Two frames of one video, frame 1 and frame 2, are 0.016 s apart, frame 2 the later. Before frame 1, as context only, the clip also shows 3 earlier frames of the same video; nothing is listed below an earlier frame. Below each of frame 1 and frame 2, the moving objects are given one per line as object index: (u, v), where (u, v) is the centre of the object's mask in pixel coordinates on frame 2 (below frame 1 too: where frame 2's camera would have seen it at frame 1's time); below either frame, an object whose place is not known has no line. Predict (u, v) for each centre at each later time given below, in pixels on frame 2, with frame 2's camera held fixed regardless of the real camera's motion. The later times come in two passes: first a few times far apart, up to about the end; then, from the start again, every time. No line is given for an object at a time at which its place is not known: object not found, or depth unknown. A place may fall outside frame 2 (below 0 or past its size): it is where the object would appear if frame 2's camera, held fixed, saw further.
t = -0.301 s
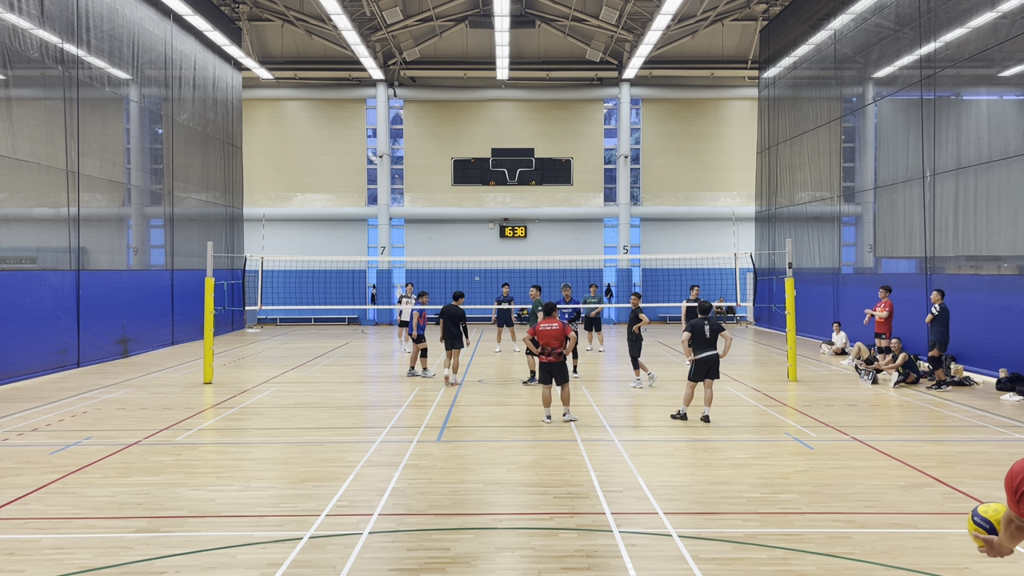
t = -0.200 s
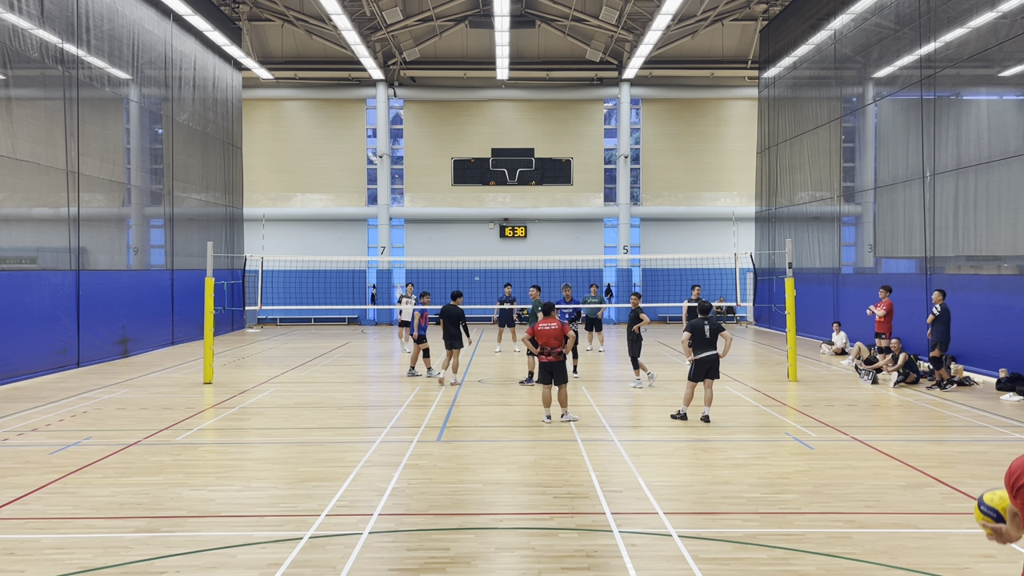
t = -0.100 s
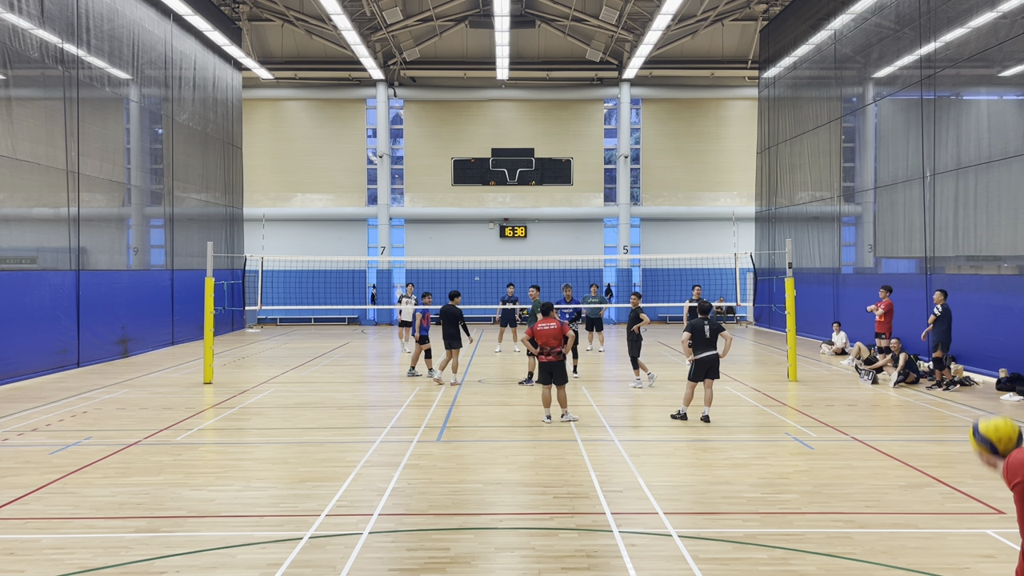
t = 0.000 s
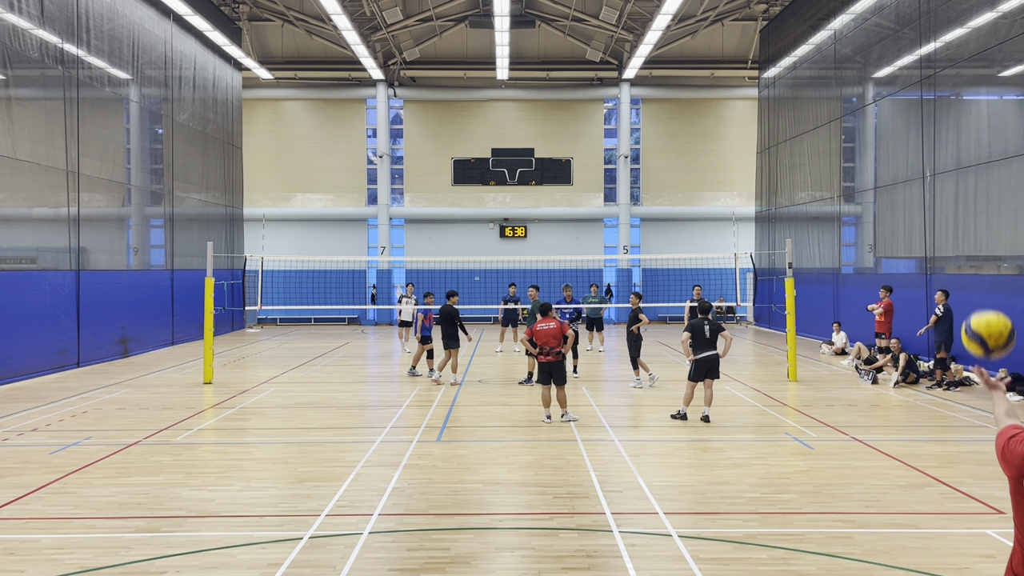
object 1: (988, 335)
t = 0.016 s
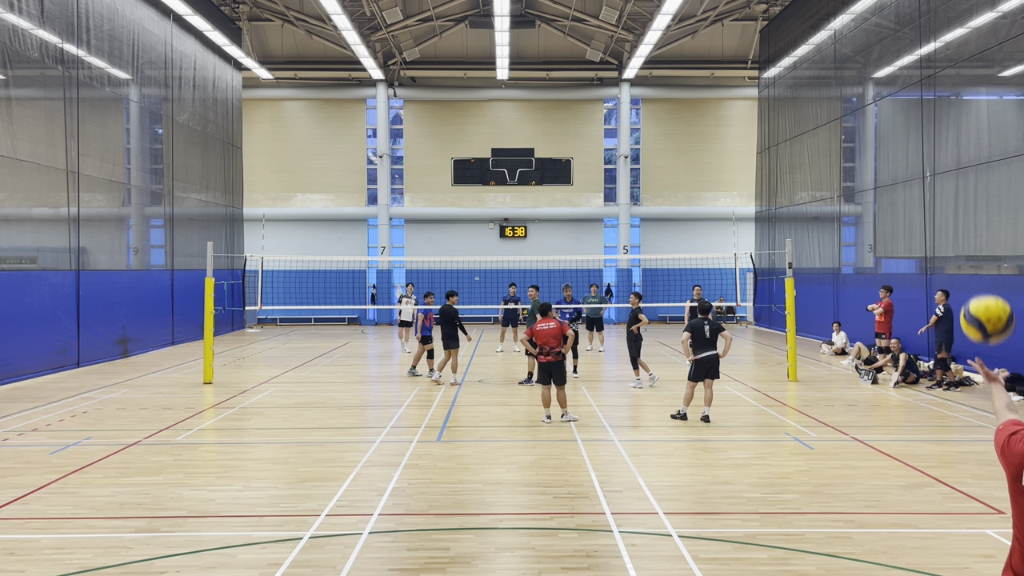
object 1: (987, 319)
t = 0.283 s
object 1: (968, 163)
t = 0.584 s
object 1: (947, 173)
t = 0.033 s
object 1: (986, 305)
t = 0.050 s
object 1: (985, 291)
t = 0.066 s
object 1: (983, 278)
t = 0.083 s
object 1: (982, 265)
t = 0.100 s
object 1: (981, 253)
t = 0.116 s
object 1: (979, 242)
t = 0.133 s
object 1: (978, 231)
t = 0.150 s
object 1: (977, 221)
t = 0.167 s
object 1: (976, 212)
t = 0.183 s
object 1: (975, 203)
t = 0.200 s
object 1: (974, 195)
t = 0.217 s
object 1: (973, 187)
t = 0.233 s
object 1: (971, 180)
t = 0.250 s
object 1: (970, 174)
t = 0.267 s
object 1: (969, 169)
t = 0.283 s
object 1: (968, 163)
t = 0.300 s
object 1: (967, 159)
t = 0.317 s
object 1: (966, 155)
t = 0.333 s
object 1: (964, 152)
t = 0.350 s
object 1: (963, 149)
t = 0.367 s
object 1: (962, 147)
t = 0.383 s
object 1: (961, 146)
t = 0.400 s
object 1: (960, 145)
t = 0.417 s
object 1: (958, 144)
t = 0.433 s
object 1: (957, 145)
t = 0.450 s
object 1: (956, 146)
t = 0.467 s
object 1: (955, 147)
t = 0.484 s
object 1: (954, 149)
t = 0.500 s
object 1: (953, 152)
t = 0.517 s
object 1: (951, 155)
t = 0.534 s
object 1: (950, 159)
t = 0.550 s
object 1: (949, 163)
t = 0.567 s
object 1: (948, 168)
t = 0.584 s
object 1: (947, 173)
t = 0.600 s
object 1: (945, 179)
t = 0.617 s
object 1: (944, 186)
